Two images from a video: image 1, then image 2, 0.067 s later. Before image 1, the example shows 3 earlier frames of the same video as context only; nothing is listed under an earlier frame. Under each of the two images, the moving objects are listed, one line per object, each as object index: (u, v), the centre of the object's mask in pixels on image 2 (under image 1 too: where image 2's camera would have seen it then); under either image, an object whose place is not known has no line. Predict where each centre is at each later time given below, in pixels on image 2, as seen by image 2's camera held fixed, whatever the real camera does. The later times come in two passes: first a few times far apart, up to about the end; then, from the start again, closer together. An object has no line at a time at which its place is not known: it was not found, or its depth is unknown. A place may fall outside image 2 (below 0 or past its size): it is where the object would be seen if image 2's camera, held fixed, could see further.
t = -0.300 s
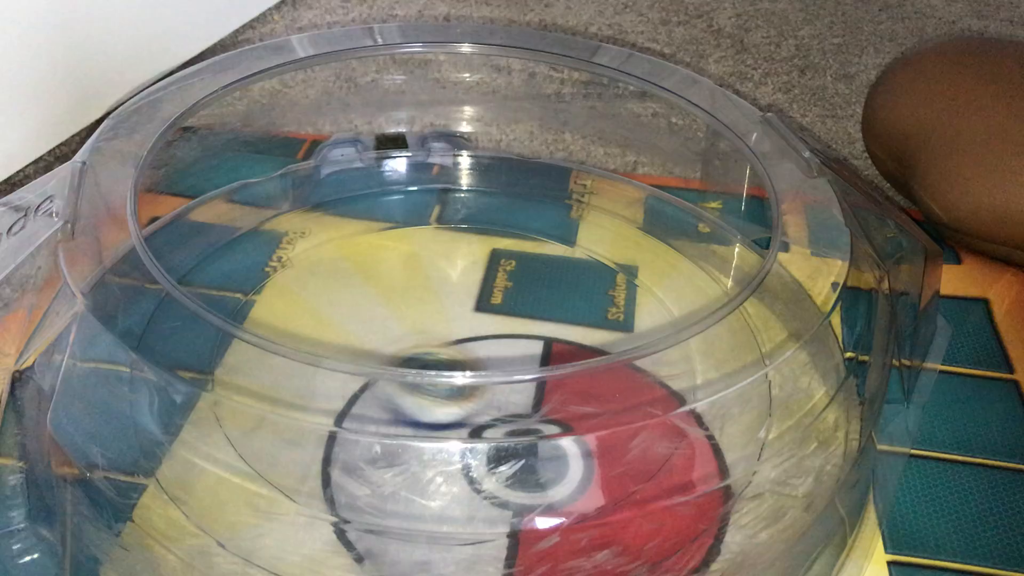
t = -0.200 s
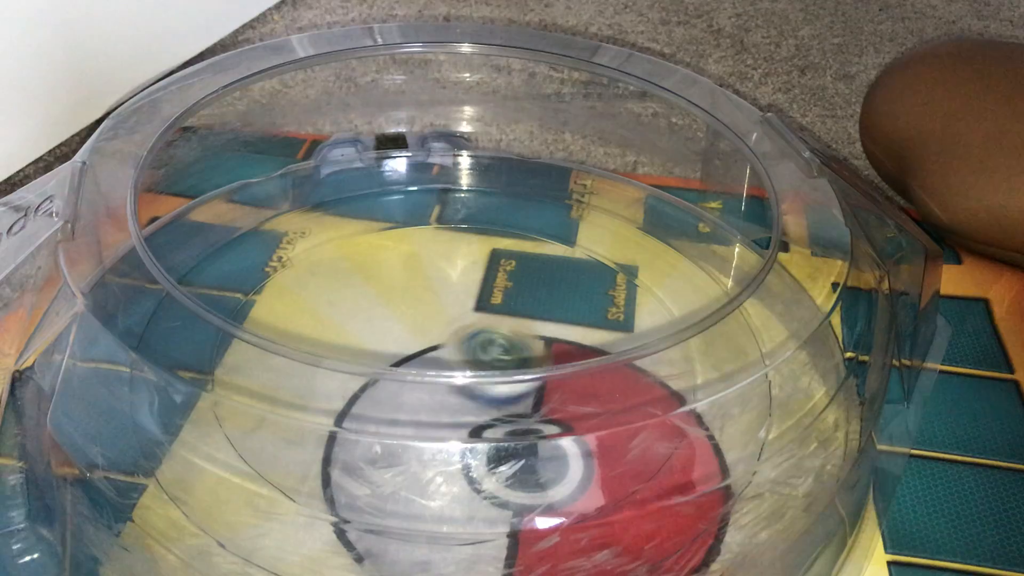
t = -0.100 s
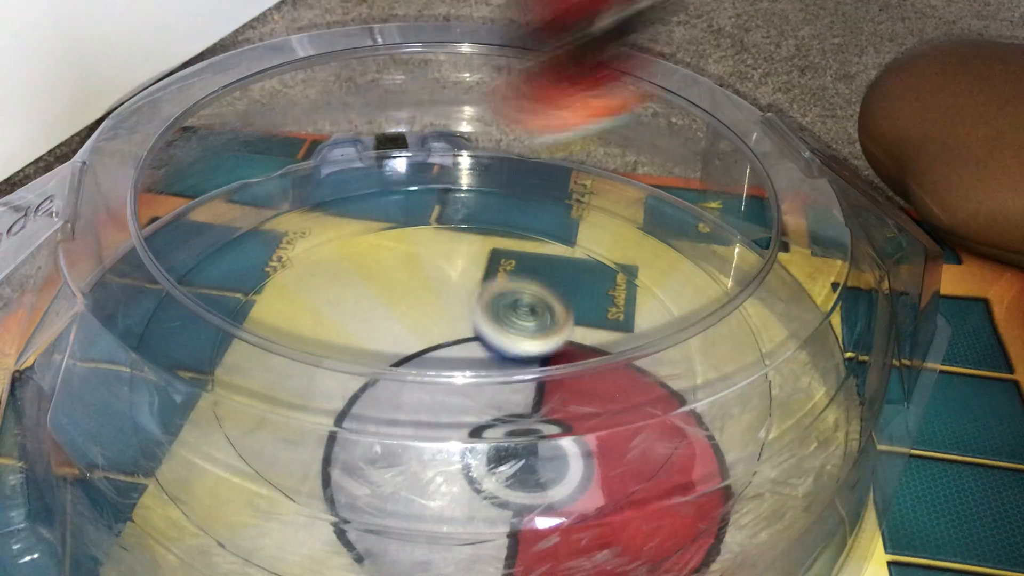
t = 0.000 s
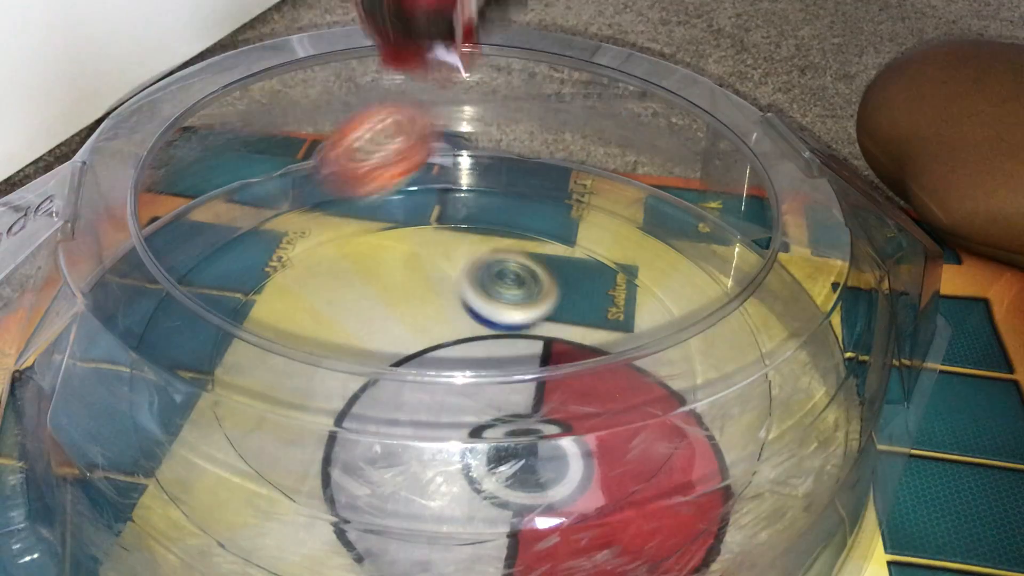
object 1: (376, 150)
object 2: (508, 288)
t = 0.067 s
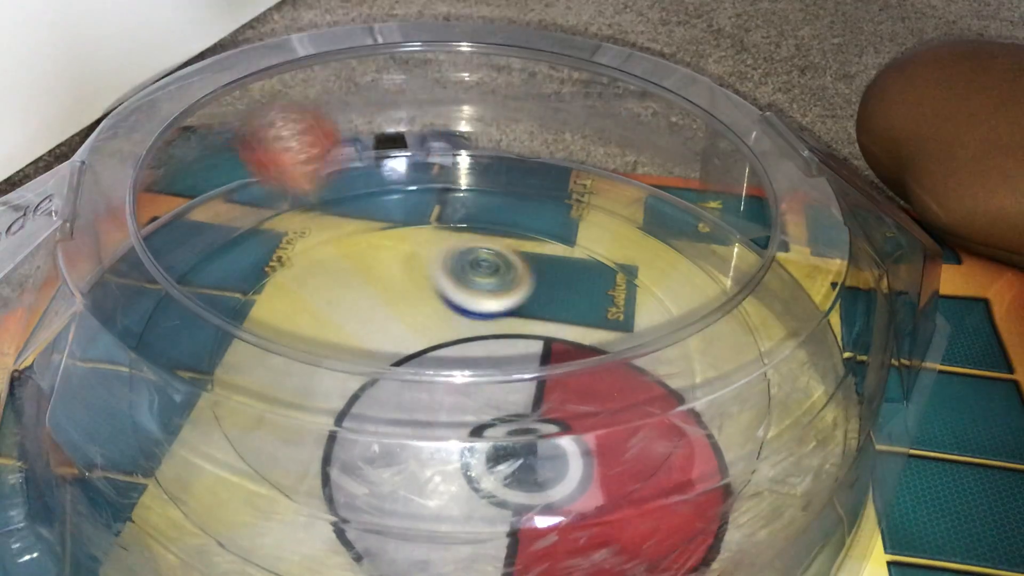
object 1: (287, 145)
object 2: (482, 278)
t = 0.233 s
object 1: (244, 226)
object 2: (404, 273)
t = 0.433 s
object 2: (389, 359)
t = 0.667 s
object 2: (563, 383)
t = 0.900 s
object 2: (578, 283)
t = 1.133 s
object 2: (433, 284)
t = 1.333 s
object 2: (385, 384)
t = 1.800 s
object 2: (579, 322)
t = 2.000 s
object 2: (435, 304)
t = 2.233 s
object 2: (355, 380)
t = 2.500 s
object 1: (158, 291)
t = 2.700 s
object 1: (194, 243)
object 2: (502, 315)
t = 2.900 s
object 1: (232, 208)
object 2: (393, 301)
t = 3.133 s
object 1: (294, 180)
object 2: (409, 379)
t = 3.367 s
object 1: (363, 164)
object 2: (516, 340)
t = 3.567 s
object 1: (423, 162)
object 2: (493, 300)
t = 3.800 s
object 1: (489, 175)
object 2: (411, 332)
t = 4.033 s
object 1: (526, 210)
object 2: (474, 392)
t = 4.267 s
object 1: (448, 290)
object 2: (538, 341)
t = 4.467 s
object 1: (382, 353)
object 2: (481, 330)
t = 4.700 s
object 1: (327, 434)
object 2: (433, 383)
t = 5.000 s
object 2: (522, 383)
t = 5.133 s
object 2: (493, 337)
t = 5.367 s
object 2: (377, 297)
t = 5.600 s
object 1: (479, 340)
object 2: (328, 315)
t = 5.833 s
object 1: (510, 288)
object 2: (405, 381)
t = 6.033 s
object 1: (513, 265)
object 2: (509, 341)
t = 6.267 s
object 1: (517, 213)
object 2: (514, 320)
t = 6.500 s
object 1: (525, 230)
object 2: (443, 339)
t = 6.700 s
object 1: (520, 280)
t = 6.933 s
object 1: (497, 309)
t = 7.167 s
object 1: (430, 312)
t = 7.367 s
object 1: (380, 316)
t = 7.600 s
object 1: (367, 326)
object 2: (422, 410)
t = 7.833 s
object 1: (386, 274)
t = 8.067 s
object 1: (420, 271)
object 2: (485, 339)
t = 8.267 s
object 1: (457, 246)
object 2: (476, 343)
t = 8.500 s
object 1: (505, 274)
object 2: (457, 363)
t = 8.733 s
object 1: (559, 312)
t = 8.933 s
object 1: (580, 346)
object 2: (434, 369)
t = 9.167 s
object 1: (534, 387)
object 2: (380, 336)
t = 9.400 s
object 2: (372, 298)
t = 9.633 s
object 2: (395, 271)
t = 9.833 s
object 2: (453, 298)
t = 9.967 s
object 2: (498, 298)
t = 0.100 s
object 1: (262, 115)
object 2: (467, 272)
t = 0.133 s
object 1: (256, 127)
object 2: (452, 271)
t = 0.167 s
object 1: (253, 161)
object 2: (437, 270)
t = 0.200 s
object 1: (249, 213)
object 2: (420, 270)
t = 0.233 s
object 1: (244, 226)
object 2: (404, 273)
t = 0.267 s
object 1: (237, 232)
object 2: (389, 282)
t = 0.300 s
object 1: (235, 260)
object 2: (377, 289)
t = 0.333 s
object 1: (233, 302)
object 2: (370, 302)
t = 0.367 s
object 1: (245, 320)
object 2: (369, 319)
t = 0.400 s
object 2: (381, 331)
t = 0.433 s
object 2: (389, 359)
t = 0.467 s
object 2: (409, 380)
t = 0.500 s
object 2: (438, 391)
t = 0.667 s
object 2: (563, 383)
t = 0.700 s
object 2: (578, 372)
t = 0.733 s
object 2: (585, 352)
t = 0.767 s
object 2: (586, 328)
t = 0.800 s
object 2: (588, 317)
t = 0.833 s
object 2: (591, 308)
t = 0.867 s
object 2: (585, 296)
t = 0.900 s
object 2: (578, 283)
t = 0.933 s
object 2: (565, 274)
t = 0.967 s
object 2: (549, 266)
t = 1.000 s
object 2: (530, 261)
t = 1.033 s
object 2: (506, 260)
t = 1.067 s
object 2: (479, 263)
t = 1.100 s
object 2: (457, 270)
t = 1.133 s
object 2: (433, 284)
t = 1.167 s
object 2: (410, 296)
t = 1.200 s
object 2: (393, 313)
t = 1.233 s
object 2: (380, 332)
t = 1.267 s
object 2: (376, 350)
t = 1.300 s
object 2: (377, 370)
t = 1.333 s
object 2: (385, 384)
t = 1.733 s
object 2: (607, 365)
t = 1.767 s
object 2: (599, 341)
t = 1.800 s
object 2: (579, 322)
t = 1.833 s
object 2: (565, 316)
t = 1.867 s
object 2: (543, 308)
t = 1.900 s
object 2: (518, 302)
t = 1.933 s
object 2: (491, 299)
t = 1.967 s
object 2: (463, 300)
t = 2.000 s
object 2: (435, 304)
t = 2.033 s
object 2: (411, 309)
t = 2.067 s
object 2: (388, 314)
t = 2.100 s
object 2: (373, 325)
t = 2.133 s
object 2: (361, 337)
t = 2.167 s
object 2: (354, 350)
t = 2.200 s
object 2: (351, 366)
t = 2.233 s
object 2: (355, 380)
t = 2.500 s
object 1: (158, 291)
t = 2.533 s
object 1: (160, 285)
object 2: (528, 385)
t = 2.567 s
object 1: (168, 273)
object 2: (530, 367)
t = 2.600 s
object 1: (174, 264)
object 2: (527, 342)
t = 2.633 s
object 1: (179, 257)
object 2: (523, 335)
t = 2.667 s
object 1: (192, 248)
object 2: (515, 325)
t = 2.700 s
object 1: (194, 243)
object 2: (502, 315)
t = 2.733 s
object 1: (198, 238)
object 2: (485, 309)
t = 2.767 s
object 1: (204, 232)
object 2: (466, 304)
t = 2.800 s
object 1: (211, 225)
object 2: (447, 299)
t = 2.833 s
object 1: (218, 220)
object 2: (426, 296)
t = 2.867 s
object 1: (225, 214)
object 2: (406, 298)
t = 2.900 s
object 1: (232, 208)
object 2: (393, 301)
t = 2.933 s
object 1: (240, 203)
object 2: (379, 307)
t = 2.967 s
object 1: (248, 198)
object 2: (370, 316)
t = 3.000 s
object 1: (258, 194)
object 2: (365, 325)
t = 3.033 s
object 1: (266, 190)
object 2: (365, 330)
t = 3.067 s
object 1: (274, 187)
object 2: (372, 352)
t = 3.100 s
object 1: (284, 183)
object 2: (390, 361)
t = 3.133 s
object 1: (294, 180)
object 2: (409, 379)
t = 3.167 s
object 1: (303, 178)
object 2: (428, 383)
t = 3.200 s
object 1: (313, 174)
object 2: (450, 387)
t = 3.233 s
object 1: (322, 171)
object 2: (470, 384)
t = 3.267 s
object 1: (333, 170)
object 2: (487, 383)
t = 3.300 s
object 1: (342, 168)
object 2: (499, 369)
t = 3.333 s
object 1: (352, 165)
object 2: (511, 359)
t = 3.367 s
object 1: (363, 164)
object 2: (516, 340)
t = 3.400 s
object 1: (373, 162)
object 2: (519, 336)
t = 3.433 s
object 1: (383, 162)
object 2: (520, 329)
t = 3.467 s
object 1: (394, 162)
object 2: (518, 321)
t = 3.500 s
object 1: (404, 161)
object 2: (513, 314)
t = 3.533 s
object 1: (413, 162)
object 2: (506, 308)
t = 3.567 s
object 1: (423, 162)
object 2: (493, 300)
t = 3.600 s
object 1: (433, 162)
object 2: (482, 299)
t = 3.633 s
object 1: (443, 163)
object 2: (466, 298)
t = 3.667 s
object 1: (452, 165)
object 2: (450, 299)
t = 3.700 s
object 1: (462, 167)
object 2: (437, 305)
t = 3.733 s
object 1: (471, 170)
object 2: (424, 312)
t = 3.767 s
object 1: (480, 172)
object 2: (416, 323)
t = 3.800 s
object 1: (489, 175)
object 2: (411, 332)
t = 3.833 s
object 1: (498, 177)
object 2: (412, 338)
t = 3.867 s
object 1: (507, 181)
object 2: (414, 356)
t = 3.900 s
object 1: (514, 185)
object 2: (422, 369)
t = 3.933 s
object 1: (523, 189)
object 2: (431, 382)
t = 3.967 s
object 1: (528, 194)
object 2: (445, 387)
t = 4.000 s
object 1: (530, 201)
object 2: (456, 389)
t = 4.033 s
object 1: (526, 210)
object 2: (474, 392)
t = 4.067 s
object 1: (518, 220)
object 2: (491, 393)
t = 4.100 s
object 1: (508, 230)
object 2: (504, 390)
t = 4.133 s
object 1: (495, 240)
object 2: (516, 383)
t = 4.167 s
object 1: (482, 252)
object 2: (525, 379)
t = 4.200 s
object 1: (470, 263)
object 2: (532, 366)
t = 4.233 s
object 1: (459, 276)
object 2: (539, 359)
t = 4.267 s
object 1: (448, 290)
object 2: (538, 341)
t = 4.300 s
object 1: (438, 304)
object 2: (534, 336)
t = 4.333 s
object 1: (418, 313)
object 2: (534, 333)
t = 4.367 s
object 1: (400, 322)
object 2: (527, 330)
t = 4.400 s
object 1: (388, 330)
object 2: (515, 328)
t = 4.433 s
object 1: (385, 336)
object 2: (499, 329)
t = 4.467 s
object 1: (382, 353)
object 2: (481, 330)
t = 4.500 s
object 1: (372, 365)
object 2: (467, 331)
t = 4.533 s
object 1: (350, 378)
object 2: (460, 334)
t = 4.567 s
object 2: (455, 338)
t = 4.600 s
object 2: (448, 341)
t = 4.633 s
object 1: (324, 414)
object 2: (439, 355)
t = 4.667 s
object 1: (323, 425)
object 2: (435, 369)
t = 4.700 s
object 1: (327, 434)
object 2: (433, 383)
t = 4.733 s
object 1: (330, 442)
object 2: (435, 390)
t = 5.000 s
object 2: (522, 383)
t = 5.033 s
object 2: (522, 367)
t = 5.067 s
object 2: (516, 358)
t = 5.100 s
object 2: (506, 340)
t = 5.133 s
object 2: (493, 337)
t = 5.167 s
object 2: (475, 331)
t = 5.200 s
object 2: (458, 327)
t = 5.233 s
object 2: (439, 322)
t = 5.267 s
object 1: (441, 387)
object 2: (421, 318)
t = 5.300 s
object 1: (446, 392)
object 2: (405, 313)
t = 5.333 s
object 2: (389, 303)
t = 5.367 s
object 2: (377, 297)
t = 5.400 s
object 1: (463, 395)
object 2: (367, 294)
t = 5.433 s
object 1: (470, 387)
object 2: (357, 294)
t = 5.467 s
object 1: (474, 382)
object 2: (349, 295)
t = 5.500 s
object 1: (478, 369)
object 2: (341, 299)
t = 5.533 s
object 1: (479, 362)
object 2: (335, 303)
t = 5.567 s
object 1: (478, 345)
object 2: (330, 309)
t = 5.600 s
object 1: (479, 340)
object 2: (328, 315)
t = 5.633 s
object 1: (477, 336)
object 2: (332, 320)
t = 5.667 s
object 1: (474, 331)
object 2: (339, 327)
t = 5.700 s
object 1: (470, 325)
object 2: (352, 344)
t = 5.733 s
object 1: (466, 319)
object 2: (367, 354)
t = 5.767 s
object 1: (483, 309)
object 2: (372, 363)
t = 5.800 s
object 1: (499, 298)
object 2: (384, 375)
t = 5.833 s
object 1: (510, 288)
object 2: (405, 381)
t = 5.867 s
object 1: (517, 282)
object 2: (427, 383)
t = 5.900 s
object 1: (520, 276)
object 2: (450, 383)
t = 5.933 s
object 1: (521, 273)
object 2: (470, 383)
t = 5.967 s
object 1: (519, 270)
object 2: (486, 366)
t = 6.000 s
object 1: (516, 268)
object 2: (500, 356)
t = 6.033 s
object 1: (513, 265)
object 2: (509, 341)
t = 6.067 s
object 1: (514, 252)
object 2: (515, 340)
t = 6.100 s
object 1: (514, 241)
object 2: (518, 338)
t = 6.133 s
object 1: (514, 231)
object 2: (521, 337)
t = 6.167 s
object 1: (515, 223)
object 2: (522, 334)
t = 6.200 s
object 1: (515, 218)
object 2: (522, 330)
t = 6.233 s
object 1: (516, 215)
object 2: (521, 325)
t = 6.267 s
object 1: (517, 213)
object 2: (514, 320)
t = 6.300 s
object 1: (518, 213)
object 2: (507, 317)
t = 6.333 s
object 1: (519, 213)
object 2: (496, 316)
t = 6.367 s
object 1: (520, 215)
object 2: (482, 318)
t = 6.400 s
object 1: (522, 217)
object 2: (468, 321)
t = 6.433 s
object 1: (523, 220)
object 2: (456, 328)
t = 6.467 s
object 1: (524, 225)
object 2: (447, 334)
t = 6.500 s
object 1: (525, 230)
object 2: (443, 339)
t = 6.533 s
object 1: (526, 236)
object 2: (439, 354)
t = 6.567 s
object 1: (526, 243)
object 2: (439, 365)
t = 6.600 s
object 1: (525, 252)
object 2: (443, 383)
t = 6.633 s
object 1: (524, 261)
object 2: (448, 388)
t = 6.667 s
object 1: (522, 270)
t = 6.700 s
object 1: (520, 280)
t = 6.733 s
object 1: (517, 290)
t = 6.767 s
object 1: (513, 302)
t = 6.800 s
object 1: (510, 310)
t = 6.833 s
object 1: (509, 305)
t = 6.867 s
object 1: (507, 303)
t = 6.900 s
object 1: (503, 305)
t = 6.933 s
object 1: (497, 309)
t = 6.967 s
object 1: (490, 315)
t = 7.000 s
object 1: (484, 320)
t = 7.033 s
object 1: (479, 326)
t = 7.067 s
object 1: (467, 319)
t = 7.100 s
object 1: (452, 314)
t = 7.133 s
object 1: (441, 312)
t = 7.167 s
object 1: (430, 312)
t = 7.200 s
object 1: (419, 315)
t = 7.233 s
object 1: (409, 316)
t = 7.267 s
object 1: (399, 318)
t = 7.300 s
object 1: (388, 316)
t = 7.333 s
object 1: (383, 318)
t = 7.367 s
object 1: (380, 316)
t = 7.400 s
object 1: (376, 319)
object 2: (431, 405)
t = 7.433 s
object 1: (371, 319)
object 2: (427, 406)
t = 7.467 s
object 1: (368, 320)
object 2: (423, 408)
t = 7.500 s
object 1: (366, 321)
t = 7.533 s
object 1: (365, 322)
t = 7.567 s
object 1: (365, 324)
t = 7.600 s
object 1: (367, 326)
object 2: (422, 410)
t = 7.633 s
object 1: (371, 327)
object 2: (426, 410)
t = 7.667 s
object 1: (371, 312)
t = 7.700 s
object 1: (373, 296)
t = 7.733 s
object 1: (376, 287)
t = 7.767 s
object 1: (379, 281)
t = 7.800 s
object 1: (382, 276)
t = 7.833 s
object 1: (386, 274)
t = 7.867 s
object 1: (390, 272)
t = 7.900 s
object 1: (395, 272)
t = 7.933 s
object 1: (400, 273)
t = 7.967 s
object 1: (407, 274)
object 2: (499, 361)
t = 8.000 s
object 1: (413, 277)
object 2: (492, 345)
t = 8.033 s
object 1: (417, 276)
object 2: (485, 339)
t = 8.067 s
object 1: (420, 271)
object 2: (485, 339)
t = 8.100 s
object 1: (425, 265)
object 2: (483, 339)
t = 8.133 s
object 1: (430, 254)
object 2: (484, 342)
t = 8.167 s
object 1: (436, 249)
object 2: (482, 343)
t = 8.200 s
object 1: (443, 247)
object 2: (482, 343)
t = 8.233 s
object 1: (450, 245)
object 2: (479, 343)
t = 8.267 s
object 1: (457, 246)
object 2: (476, 343)
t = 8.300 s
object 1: (464, 247)
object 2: (474, 344)
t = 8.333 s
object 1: (472, 249)
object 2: (471, 352)
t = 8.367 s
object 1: (478, 252)
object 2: (467, 353)
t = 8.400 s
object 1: (485, 256)
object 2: (463, 354)
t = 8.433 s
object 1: (492, 261)
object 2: (460, 355)
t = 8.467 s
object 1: (499, 267)
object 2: (457, 358)
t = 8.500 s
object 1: (505, 274)
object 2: (457, 363)
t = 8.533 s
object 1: (510, 282)
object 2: (457, 366)
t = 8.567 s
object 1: (515, 290)
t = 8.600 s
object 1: (523, 296)
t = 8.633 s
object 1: (538, 296)
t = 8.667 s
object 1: (549, 300)
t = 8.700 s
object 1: (555, 306)
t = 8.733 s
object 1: (559, 312)
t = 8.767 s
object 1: (561, 318)
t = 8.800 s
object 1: (562, 323)
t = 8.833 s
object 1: (562, 327)
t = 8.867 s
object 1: (562, 331)
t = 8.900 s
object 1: (574, 332)
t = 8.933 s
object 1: (580, 346)
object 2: (434, 369)
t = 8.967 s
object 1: (581, 354)
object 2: (424, 367)
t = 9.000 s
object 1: (578, 357)
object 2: (416, 363)
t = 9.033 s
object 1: (573, 371)
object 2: (406, 358)
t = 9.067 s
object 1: (564, 375)
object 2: (397, 352)
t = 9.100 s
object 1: (555, 381)
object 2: (388, 350)
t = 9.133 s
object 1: (544, 385)
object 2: (382, 348)
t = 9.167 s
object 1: (534, 387)
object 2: (380, 336)
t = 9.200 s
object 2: (377, 336)
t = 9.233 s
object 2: (376, 334)
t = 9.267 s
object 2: (376, 333)
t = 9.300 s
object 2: (379, 333)
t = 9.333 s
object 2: (380, 328)
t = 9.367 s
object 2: (375, 315)
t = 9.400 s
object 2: (372, 298)
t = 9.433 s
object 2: (372, 287)
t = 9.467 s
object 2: (374, 280)
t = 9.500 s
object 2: (375, 276)
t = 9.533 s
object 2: (378, 274)
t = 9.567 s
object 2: (382, 270)
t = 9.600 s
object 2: (387, 270)
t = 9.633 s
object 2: (395, 271)
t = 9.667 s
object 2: (402, 271)
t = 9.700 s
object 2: (410, 274)
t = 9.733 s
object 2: (420, 279)
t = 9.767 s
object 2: (431, 286)
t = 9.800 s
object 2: (443, 291)
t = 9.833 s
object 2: (453, 298)
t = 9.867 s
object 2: (462, 305)
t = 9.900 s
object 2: (473, 310)
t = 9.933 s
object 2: (487, 306)
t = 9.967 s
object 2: (498, 298)
